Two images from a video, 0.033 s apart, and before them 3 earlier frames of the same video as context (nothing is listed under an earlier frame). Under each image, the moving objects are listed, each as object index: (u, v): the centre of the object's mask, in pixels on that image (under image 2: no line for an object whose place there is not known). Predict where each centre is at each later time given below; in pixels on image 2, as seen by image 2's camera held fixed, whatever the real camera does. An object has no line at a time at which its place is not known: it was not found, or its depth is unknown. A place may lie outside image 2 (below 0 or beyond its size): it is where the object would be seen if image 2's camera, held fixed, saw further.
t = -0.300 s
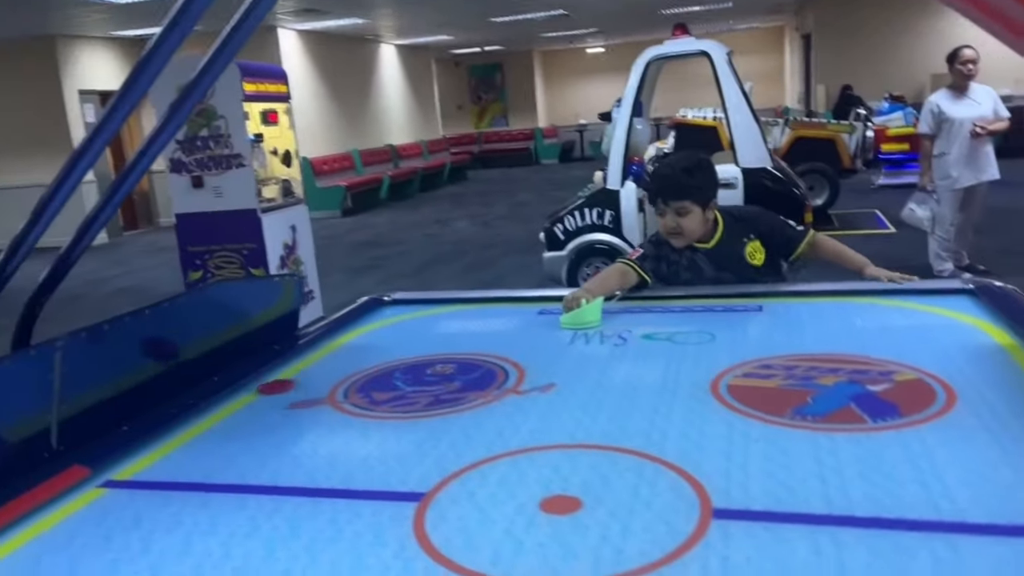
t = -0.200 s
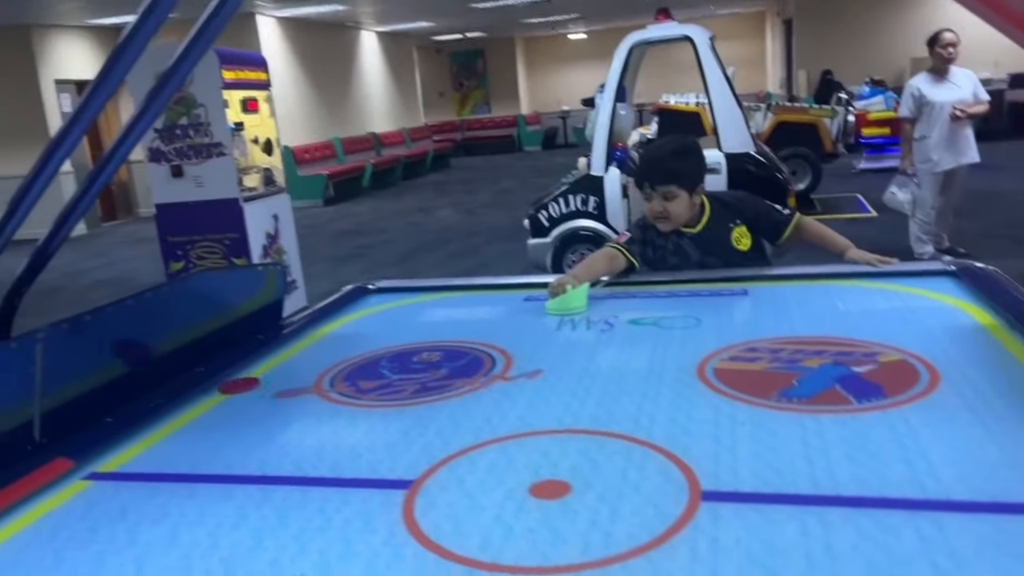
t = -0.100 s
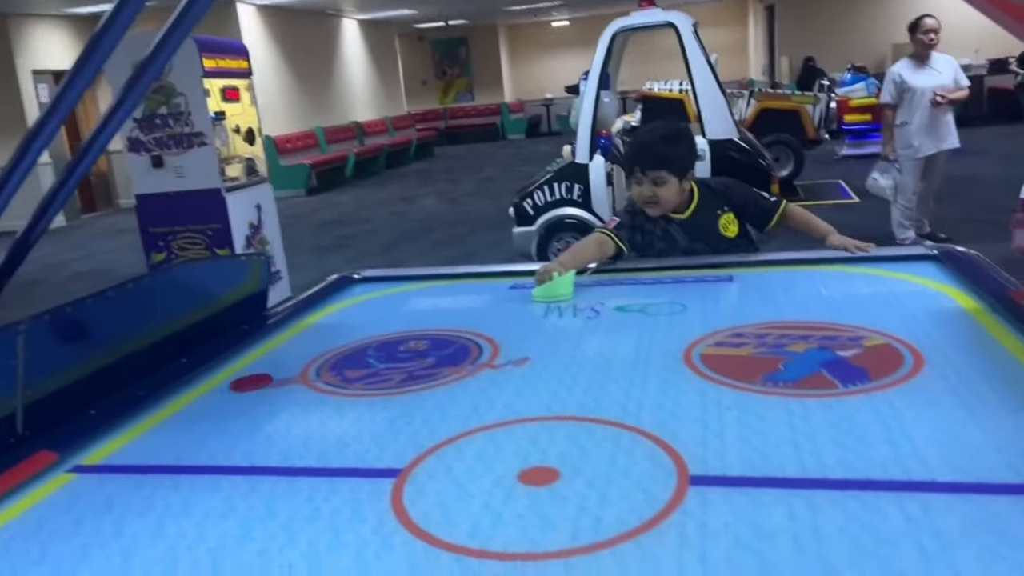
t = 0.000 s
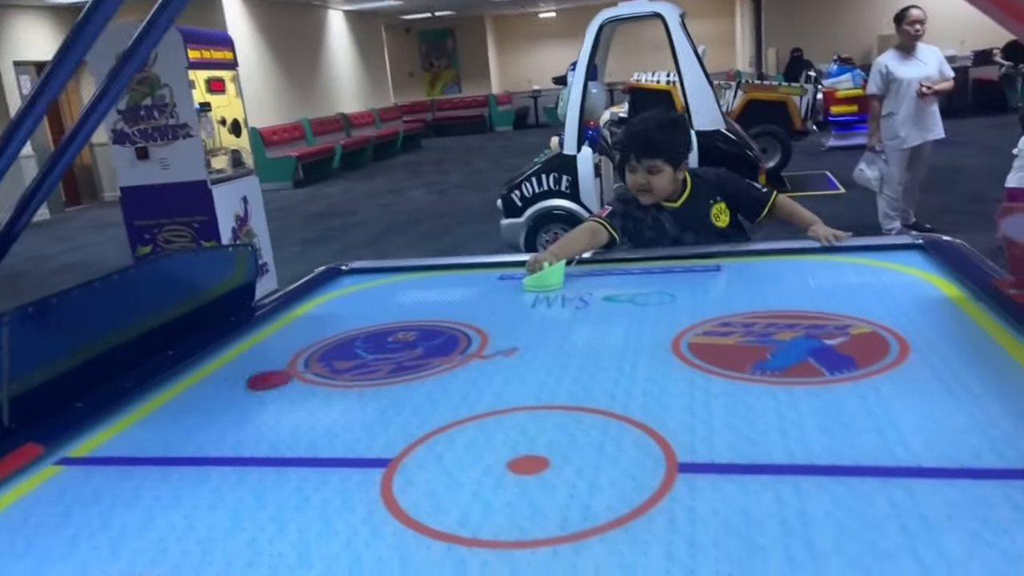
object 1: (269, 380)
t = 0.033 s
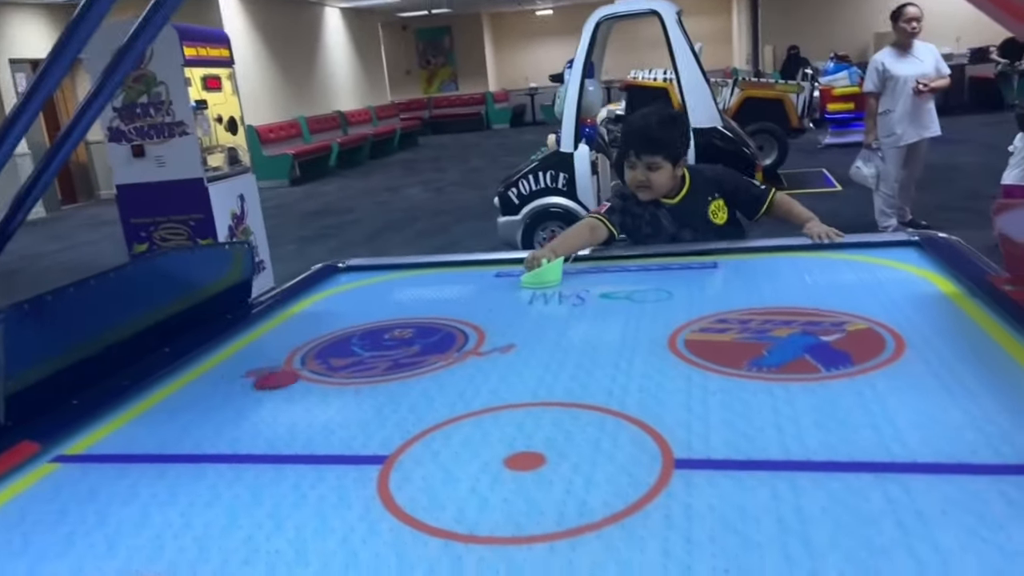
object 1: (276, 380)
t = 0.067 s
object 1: (287, 382)
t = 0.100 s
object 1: (296, 385)
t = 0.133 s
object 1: (307, 387)
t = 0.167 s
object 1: (319, 390)
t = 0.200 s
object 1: (330, 392)
